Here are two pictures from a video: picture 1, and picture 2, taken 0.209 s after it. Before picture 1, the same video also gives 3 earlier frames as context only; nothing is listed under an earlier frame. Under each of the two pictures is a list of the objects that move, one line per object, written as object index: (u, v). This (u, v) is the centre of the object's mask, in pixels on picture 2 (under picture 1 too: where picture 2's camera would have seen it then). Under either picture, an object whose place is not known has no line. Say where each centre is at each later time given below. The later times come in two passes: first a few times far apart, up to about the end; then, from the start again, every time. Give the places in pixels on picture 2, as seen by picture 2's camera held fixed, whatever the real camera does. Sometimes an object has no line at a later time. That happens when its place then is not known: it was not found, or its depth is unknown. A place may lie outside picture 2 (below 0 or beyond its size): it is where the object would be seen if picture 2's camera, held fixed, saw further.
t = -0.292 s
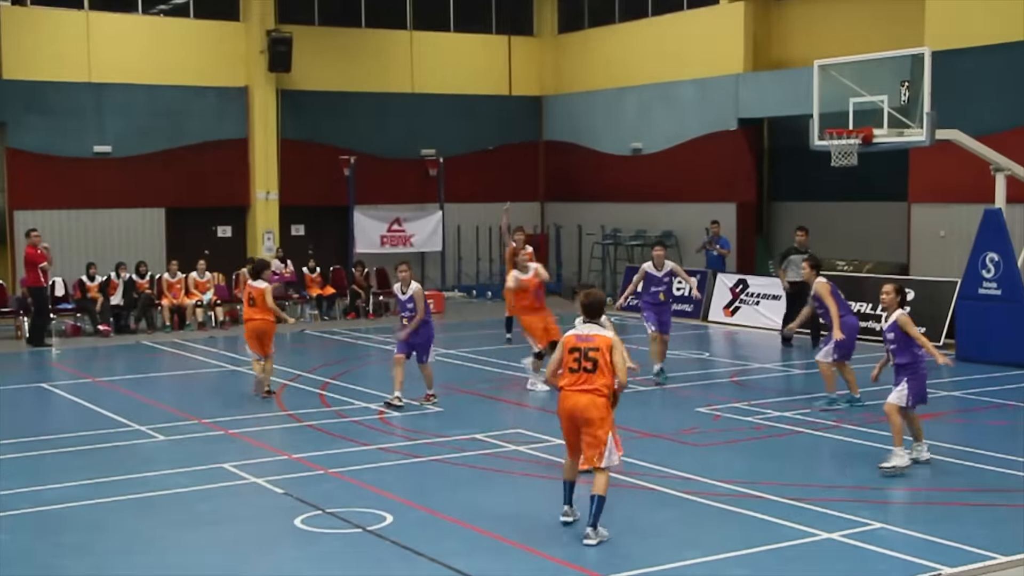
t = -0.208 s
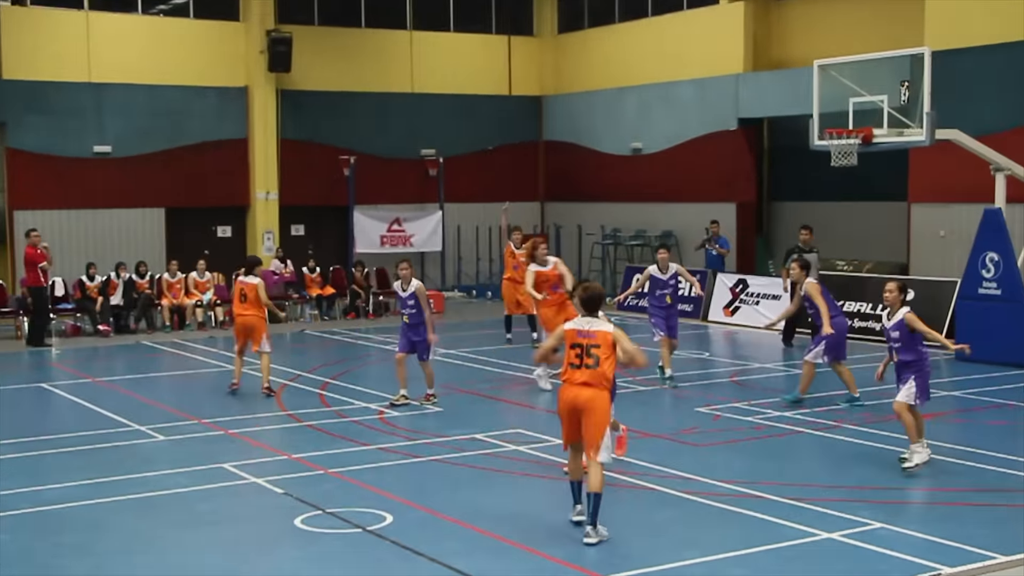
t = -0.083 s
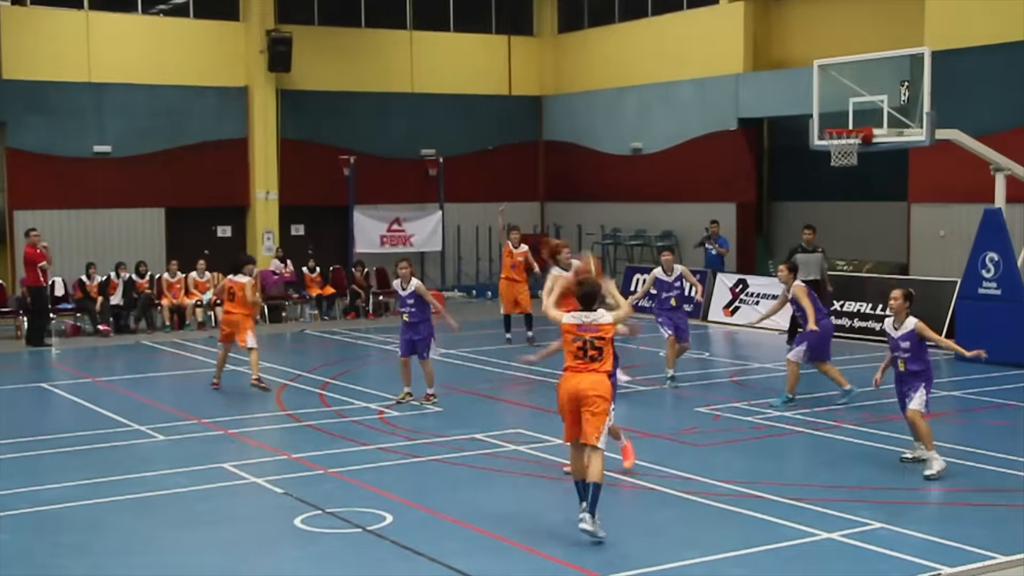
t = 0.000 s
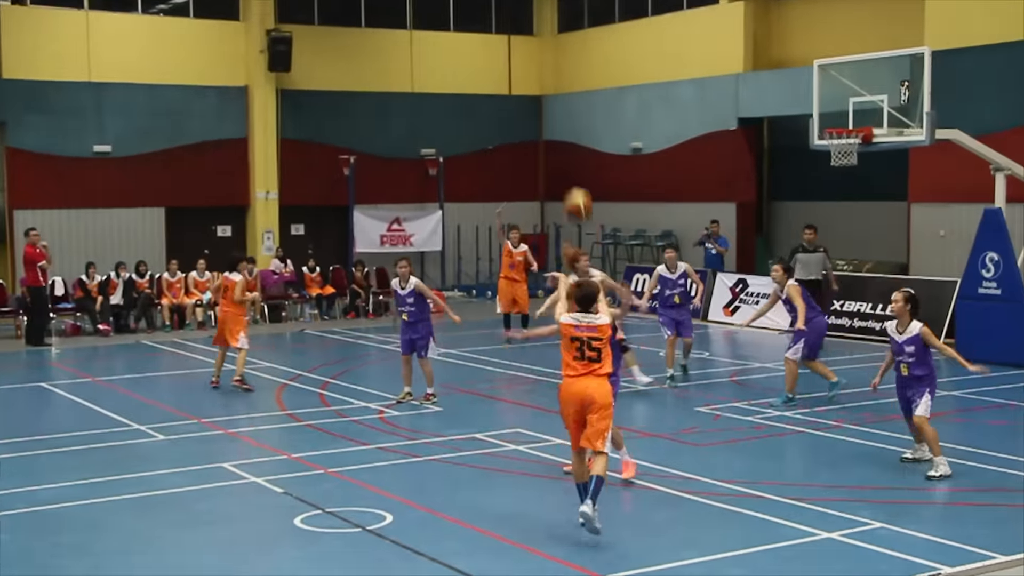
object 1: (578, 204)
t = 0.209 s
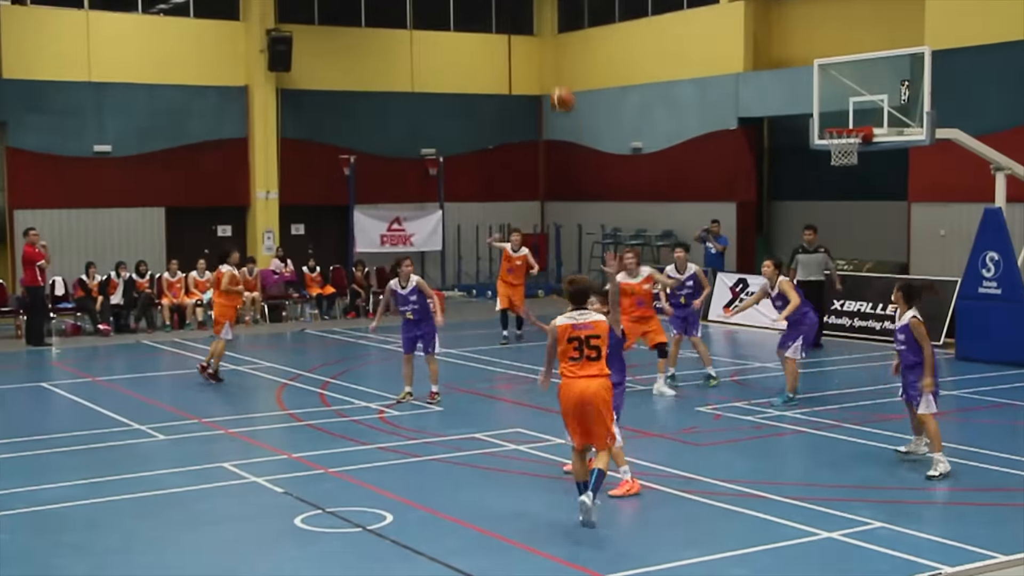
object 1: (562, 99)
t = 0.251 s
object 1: (559, 87)
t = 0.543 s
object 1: (548, 58)
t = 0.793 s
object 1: (542, 96)
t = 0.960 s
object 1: (538, 140)
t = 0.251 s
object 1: (559, 87)
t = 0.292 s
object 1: (556, 74)
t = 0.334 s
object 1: (554, 67)
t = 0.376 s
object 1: (552, 63)
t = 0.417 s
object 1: (551, 59)
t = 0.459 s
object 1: (550, 57)
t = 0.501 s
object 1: (549, 57)
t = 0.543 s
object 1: (548, 58)
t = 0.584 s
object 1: (547, 61)
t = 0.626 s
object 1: (546, 65)
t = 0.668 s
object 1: (545, 70)
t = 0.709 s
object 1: (544, 77)
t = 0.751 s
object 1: (543, 85)
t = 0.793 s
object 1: (542, 96)
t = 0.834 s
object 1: (540, 105)
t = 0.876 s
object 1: (539, 117)
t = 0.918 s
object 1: (539, 128)
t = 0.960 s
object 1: (538, 140)
